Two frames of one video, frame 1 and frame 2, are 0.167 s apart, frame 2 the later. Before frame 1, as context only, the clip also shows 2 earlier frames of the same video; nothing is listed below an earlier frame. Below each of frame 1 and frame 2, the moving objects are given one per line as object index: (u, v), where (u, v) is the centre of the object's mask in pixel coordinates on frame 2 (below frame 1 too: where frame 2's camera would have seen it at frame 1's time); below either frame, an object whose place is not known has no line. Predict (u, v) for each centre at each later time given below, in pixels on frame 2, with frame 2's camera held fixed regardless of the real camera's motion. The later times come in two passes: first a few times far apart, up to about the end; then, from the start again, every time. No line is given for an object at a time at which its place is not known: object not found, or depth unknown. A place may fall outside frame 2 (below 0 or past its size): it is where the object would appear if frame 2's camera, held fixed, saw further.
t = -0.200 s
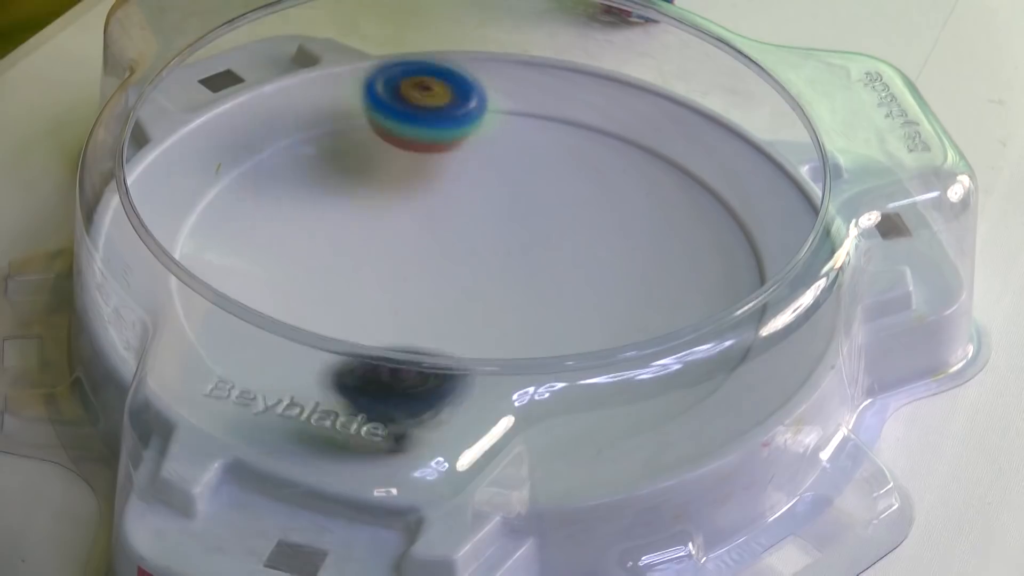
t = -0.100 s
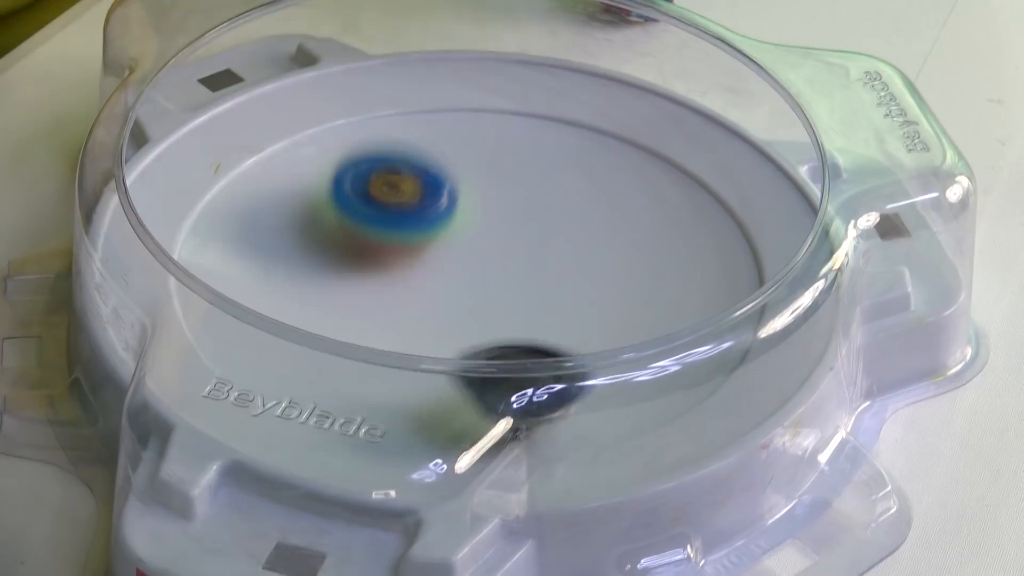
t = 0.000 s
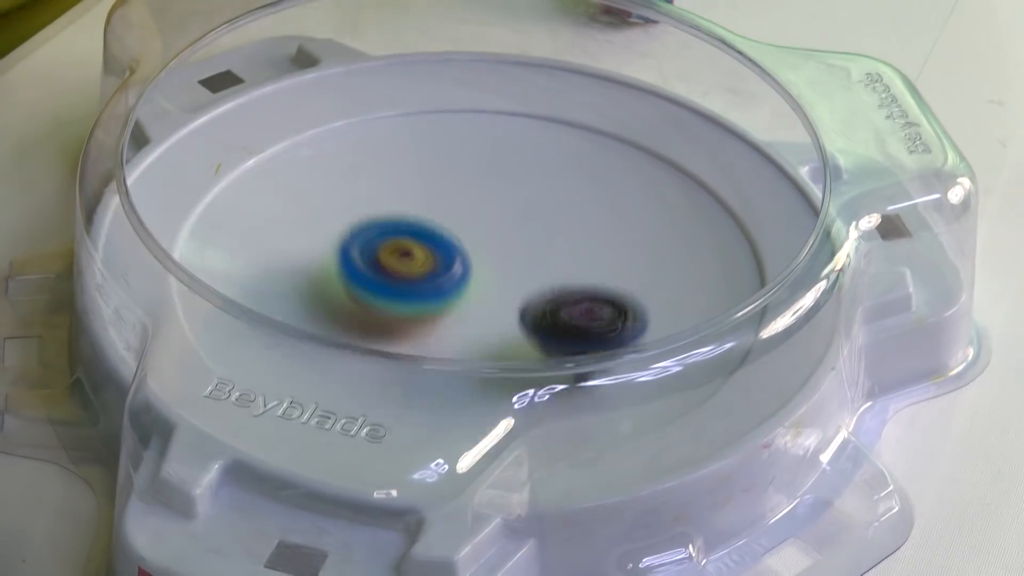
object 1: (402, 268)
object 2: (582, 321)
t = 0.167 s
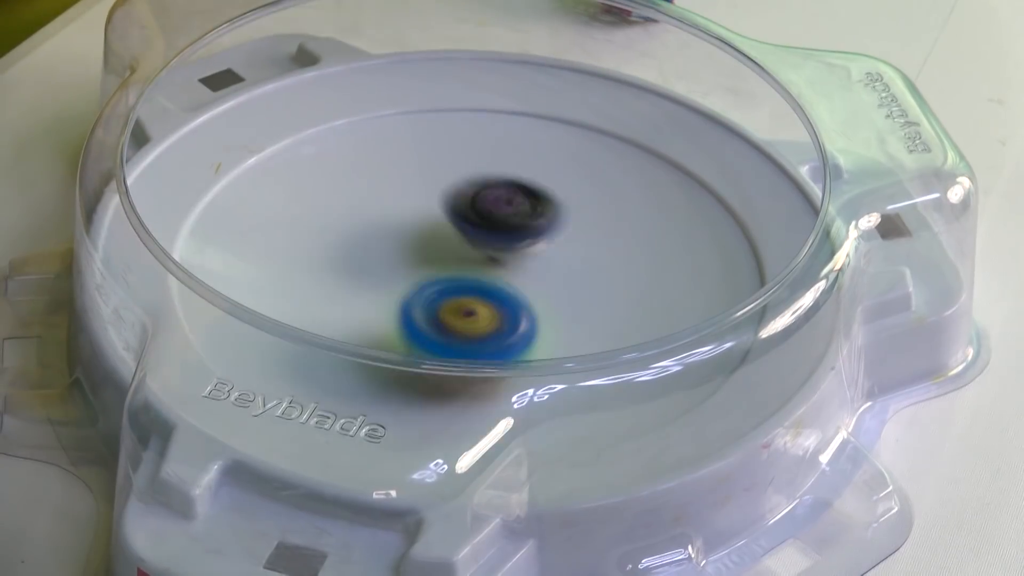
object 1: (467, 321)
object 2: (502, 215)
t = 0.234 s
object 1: (499, 321)
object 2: (440, 185)
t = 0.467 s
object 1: (551, 239)
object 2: (229, 192)
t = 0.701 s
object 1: (420, 175)
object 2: (413, 319)
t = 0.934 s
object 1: (379, 263)
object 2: (616, 223)
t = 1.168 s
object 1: (523, 311)
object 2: (519, 98)
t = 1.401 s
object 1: (556, 230)
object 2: (369, 229)
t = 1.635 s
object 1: (409, 210)
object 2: (540, 339)
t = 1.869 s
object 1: (417, 272)
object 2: (713, 274)
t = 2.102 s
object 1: (495, 311)
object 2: (586, 145)
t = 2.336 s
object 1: (485, 312)
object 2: (450, 92)
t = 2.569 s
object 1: (519, 273)
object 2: (409, 217)
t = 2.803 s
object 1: (523, 313)
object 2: (329, 213)
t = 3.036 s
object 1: (544, 281)
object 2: (329, 229)
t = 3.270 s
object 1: (509, 308)
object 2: (360, 236)
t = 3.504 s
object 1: (440, 309)
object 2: (458, 169)
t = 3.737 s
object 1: (517, 285)
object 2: (494, 116)
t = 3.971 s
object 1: (460, 291)
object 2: (523, 197)
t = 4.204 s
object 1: (408, 292)
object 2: (583, 285)
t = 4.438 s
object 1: (430, 276)
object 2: (573, 357)
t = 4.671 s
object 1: (456, 277)
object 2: (506, 362)
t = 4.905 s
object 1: (435, 225)
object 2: (416, 358)
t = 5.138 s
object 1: (462, 220)
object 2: (393, 325)
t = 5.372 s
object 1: (525, 242)
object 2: (338, 275)
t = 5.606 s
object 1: (512, 225)
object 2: (338, 218)
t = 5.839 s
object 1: (541, 228)
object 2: (382, 194)
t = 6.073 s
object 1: (558, 253)
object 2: (436, 207)
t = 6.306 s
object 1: (561, 281)
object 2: (434, 220)
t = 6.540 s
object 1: (570, 300)
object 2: (407, 211)
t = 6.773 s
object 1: (542, 293)
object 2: (398, 218)
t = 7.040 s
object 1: (510, 316)
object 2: (475, 225)
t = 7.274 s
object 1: (480, 306)
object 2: (512, 222)
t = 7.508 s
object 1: (451, 287)
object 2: (515, 222)
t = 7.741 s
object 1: (414, 278)
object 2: (526, 229)
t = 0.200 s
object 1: (484, 321)
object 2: (471, 199)
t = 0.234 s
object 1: (499, 321)
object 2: (440, 185)
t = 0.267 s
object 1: (515, 316)
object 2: (405, 173)
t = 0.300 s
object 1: (531, 311)
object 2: (371, 166)
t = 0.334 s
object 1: (541, 301)
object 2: (336, 163)
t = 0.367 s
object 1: (547, 287)
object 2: (303, 163)
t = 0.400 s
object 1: (550, 271)
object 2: (273, 166)
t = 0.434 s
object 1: (552, 254)
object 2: (247, 176)
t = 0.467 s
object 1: (551, 239)
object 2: (229, 192)
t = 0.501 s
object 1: (544, 223)
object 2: (221, 215)
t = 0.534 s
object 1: (533, 209)
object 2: (227, 240)
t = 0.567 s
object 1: (517, 197)
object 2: (248, 264)
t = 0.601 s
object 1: (496, 188)
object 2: (282, 284)
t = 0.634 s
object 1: (472, 181)
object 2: (324, 302)
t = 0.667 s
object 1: (444, 176)
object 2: (368, 314)
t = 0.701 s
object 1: (420, 175)
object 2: (413, 319)
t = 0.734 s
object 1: (398, 179)
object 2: (459, 319)
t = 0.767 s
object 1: (379, 187)
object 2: (500, 312)
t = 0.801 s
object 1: (366, 198)
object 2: (535, 299)
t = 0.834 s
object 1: (361, 211)
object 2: (562, 284)
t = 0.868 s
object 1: (362, 229)
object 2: (585, 266)
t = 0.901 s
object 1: (368, 246)
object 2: (603, 245)
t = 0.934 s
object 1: (379, 263)
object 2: (616, 223)
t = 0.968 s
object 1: (394, 279)
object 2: (623, 200)
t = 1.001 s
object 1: (412, 295)
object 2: (623, 176)
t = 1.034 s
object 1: (432, 304)
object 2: (616, 154)
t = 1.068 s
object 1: (453, 310)
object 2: (601, 133)
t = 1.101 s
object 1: (477, 313)
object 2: (578, 115)
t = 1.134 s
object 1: (501, 313)
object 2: (551, 103)
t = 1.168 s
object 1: (523, 311)
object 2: (519, 98)
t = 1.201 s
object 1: (544, 305)
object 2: (487, 100)
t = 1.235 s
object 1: (560, 297)
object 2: (453, 110)
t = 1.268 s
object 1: (571, 285)
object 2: (421, 125)
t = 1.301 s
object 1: (578, 272)
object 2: (396, 147)
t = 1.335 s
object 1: (577, 257)
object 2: (379, 173)
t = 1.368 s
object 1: (569, 243)
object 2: (369, 201)
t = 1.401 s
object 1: (556, 230)
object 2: (369, 229)
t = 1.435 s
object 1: (540, 218)
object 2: (377, 255)
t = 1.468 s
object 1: (522, 209)
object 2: (390, 282)
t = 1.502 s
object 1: (500, 202)
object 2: (411, 305)
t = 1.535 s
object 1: (476, 197)
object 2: (439, 320)
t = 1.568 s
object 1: (450, 199)
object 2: (470, 330)
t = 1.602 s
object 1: (427, 204)
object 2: (504, 336)
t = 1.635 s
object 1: (409, 210)
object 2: (540, 339)
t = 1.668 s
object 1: (393, 218)
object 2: (578, 353)
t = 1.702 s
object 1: (381, 225)
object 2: (613, 351)
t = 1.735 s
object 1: (376, 233)
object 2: (637, 327)
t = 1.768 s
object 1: (377, 243)
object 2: (666, 317)
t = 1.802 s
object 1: (385, 253)
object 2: (688, 304)
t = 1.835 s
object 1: (399, 263)
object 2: (706, 289)
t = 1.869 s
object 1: (417, 272)
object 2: (713, 274)
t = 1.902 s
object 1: (437, 278)
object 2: (705, 259)
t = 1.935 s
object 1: (459, 284)
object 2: (685, 243)
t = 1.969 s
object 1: (487, 288)
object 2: (658, 228)
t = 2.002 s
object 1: (513, 289)
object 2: (623, 218)
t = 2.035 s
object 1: (534, 288)
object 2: (590, 210)
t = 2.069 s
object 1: (515, 302)
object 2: (592, 178)
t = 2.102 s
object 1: (495, 311)
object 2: (586, 145)
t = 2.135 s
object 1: (480, 315)
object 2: (575, 119)
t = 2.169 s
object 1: (470, 317)
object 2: (559, 99)
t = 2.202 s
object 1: (462, 319)
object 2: (541, 83)
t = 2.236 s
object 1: (462, 318)
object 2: (522, 76)
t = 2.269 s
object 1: (467, 317)
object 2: (496, 84)
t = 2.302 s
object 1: (476, 316)
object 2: (473, 88)
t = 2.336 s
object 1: (485, 312)
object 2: (450, 92)
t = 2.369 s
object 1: (495, 308)
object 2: (428, 97)
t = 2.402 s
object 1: (505, 301)
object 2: (408, 108)
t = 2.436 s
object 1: (515, 293)
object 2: (395, 125)
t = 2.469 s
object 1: (524, 287)
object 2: (388, 147)
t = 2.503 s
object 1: (527, 281)
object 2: (389, 171)
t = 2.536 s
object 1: (525, 275)
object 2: (397, 196)
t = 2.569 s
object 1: (519, 273)
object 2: (409, 217)
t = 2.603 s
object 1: (531, 281)
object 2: (397, 209)
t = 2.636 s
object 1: (543, 300)
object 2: (382, 206)
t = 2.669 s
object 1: (551, 307)
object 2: (367, 202)
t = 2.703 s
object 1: (549, 312)
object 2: (352, 201)
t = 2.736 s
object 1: (543, 315)
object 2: (340, 202)
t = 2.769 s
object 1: (532, 316)
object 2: (331, 206)
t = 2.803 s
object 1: (523, 313)
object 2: (329, 213)
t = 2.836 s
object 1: (512, 307)
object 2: (332, 220)
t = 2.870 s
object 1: (501, 300)
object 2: (339, 228)
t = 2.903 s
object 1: (492, 290)
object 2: (350, 235)
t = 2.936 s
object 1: (491, 281)
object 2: (363, 243)
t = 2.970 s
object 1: (510, 280)
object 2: (350, 236)
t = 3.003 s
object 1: (530, 279)
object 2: (338, 232)
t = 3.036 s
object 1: (544, 281)
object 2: (329, 229)
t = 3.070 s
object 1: (551, 284)
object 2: (323, 228)
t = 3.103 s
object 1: (552, 289)
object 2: (322, 228)
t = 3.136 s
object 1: (549, 294)
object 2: (325, 229)
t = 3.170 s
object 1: (543, 299)
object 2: (329, 230)
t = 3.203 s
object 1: (534, 303)
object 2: (335, 232)
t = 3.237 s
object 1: (523, 307)
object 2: (346, 234)
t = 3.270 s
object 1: (509, 308)
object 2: (360, 236)
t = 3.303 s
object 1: (493, 308)
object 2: (378, 237)
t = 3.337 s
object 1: (479, 309)
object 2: (397, 236)
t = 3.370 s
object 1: (465, 312)
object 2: (416, 221)
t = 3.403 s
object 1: (454, 315)
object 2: (431, 207)
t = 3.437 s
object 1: (444, 314)
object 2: (441, 195)
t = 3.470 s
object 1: (440, 311)
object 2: (450, 182)
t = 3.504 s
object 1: (440, 309)
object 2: (458, 169)
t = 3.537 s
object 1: (446, 305)
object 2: (467, 159)
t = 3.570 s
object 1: (456, 300)
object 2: (476, 146)
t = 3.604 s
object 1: (470, 294)
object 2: (483, 135)
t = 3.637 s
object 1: (485, 290)
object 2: (489, 126)
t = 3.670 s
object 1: (500, 287)
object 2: (494, 118)
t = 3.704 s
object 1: (510, 285)
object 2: (494, 114)
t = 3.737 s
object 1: (517, 285)
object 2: (494, 116)
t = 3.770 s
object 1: (517, 283)
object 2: (495, 121)
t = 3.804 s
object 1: (513, 283)
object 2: (496, 128)
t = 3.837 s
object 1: (503, 283)
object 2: (499, 139)
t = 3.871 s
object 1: (492, 284)
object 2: (504, 153)
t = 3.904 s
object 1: (480, 286)
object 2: (508, 167)
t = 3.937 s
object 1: (470, 289)
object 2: (515, 182)
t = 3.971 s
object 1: (460, 291)
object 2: (523, 197)
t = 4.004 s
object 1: (454, 294)
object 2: (530, 211)
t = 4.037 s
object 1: (448, 295)
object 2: (539, 225)
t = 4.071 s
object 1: (437, 296)
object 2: (551, 239)
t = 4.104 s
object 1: (428, 296)
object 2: (560, 251)
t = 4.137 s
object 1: (417, 295)
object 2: (569, 262)
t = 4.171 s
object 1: (412, 294)
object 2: (577, 273)
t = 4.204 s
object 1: (408, 292)
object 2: (583, 285)
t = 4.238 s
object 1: (407, 290)
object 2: (588, 297)
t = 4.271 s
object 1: (408, 286)
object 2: (590, 306)
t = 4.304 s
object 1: (411, 283)
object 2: (590, 316)
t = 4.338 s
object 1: (414, 282)
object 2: (589, 323)
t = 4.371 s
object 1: (419, 279)
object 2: (584, 329)
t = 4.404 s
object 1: (425, 277)
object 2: (580, 346)
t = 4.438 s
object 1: (430, 276)
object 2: (573, 357)
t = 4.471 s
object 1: (437, 275)
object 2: (567, 359)
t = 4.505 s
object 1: (442, 275)
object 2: (558, 375)
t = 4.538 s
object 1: (448, 274)
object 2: (550, 376)
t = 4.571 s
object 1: (454, 275)
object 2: (541, 378)
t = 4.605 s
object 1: (456, 276)
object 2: (532, 378)
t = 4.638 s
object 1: (457, 276)
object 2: (522, 377)
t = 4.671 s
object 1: (456, 277)
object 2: (506, 362)
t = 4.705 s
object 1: (451, 276)
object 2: (493, 362)
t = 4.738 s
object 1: (447, 273)
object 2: (477, 355)
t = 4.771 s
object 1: (442, 269)
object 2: (464, 348)
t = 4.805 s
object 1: (435, 260)
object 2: (449, 356)
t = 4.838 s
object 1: (431, 247)
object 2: (438, 359)
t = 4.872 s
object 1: (432, 235)
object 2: (427, 359)
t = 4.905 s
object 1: (435, 225)
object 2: (416, 358)
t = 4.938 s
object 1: (436, 218)
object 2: (404, 371)
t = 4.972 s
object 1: (440, 213)
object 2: (399, 369)
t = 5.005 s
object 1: (445, 210)
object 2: (396, 355)
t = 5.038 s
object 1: (448, 210)
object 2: (394, 354)
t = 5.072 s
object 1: (452, 212)
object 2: (392, 348)
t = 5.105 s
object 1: (456, 216)
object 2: (393, 339)
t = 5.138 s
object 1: (462, 220)
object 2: (393, 325)
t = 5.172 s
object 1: (467, 226)
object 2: (393, 317)
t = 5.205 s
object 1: (470, 233)
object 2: (394, 308)
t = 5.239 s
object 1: (472, 240)
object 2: (394, 302)
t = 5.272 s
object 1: (484, 242)
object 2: (380, 290)
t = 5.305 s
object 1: (503, 243)
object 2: (357, 287)
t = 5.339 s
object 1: (517, 242)
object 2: (345, 280)
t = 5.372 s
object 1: (525, 242)
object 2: (338, 275)
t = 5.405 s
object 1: (530, 240)
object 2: (331, 266)
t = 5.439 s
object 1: (531, 238)
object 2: (325, 257)
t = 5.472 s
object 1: (531, 235)
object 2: (322, 248)
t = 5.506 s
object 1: (528, 233)
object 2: (323, 239)
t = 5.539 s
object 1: (523, 229)
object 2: (325, 232)
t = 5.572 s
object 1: (517, 227)
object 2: (330, 224)
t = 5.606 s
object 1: (512, 225)
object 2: (338, 218)
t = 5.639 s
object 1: (510, 221)
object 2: (346, 214)
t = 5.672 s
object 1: (508, 219)
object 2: (356, 210)
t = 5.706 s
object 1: (508, 217)
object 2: (368, 206)
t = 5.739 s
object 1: (511, 217)
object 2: (380, 204)
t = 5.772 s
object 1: (524, 220)
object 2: (377, 199)
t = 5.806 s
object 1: (535, 223)
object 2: (377, 195)
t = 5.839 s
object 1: (541, 228)
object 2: (382, 194)
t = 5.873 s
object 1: (548, 231)
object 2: (385, 193)
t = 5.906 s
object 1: (552, 235)
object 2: (393, 193)
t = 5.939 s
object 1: (555, 239)
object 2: (401, 195)
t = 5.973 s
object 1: (557, 241)
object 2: (410, 198)
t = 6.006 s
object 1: (557, 245)
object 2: (421, 202)
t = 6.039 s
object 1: (555, 248)
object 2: (432, 205)
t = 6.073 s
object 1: (558, 253)
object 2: (436, 207)
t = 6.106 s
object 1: (566, 259)
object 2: (437, 206)
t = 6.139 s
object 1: (570, 266)
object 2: (433, 204)
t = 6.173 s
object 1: (572, 271)
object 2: (431, 204)
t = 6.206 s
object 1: (572, 275)
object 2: (430, 208)
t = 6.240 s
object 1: (569, 278)
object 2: (429, 209)
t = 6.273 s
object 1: (566, 281)
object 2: (431, 215)
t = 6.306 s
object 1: (561, 281)
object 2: (434, 220)
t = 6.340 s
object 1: (556, 281)
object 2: (440, 226)
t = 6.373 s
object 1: (553, 282)
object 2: (443, 231)
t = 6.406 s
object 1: (559, 288)
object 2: (436, 228)
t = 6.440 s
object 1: (566, 293)
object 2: (429, 220)
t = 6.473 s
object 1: (569, 297)
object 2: (422, 221)
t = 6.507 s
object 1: (571, 299)
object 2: (415, 216)
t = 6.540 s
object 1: (570, 300)
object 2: (407, 211)
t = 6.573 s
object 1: (568, 301)
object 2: (400, 208)
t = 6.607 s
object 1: (564, 300)
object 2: (393, 205)
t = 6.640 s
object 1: (560, 299)
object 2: (391, 207)
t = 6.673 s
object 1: (556, 298)
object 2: (389, 207)
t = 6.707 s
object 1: (551, 296)
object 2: (390, 210)
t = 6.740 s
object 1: (546, 295)
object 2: (392, 214)
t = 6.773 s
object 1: (542, 293)
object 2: (398, 218)
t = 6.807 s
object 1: (537, 292)
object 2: (403, 222)
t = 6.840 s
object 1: (533, 291)
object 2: (409, 228)
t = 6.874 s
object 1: (530, 291)
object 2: (418, 232)
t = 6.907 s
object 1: (528, 298)
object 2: (428, 231)
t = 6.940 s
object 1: (524, 307)
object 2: (440, 228)
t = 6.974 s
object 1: (518, 312)
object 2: (455, 227)
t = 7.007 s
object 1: (514, 314)
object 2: (468, 223)
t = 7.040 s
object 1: (510, 316)
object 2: (475, 225)
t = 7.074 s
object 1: (507, 316)
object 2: (483, 225)
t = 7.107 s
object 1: (502, 317)
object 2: (489, 225)
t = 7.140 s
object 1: (497, 315)
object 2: (494, 224)
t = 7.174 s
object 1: (492, 314)
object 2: (499, 223)
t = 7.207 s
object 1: (487, 311)
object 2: (503, 223)
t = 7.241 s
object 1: (483, 308)
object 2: (507, 222)
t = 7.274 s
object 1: (480, 306)
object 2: (512, 222)
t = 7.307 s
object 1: (478, 303)
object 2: (516, 221)
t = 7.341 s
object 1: (476, 298)
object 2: (519, 220)
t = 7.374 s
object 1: (473, 295)
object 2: (520, 219)
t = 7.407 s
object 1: (471, 290)
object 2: (520, 219)
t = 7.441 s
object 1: (463, 290)
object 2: (519, 220)
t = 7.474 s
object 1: (456, 288)
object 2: (517, 222)
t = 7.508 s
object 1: (451, 287)
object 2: (515, 222)
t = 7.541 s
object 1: (442, 288)
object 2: (515, 225)
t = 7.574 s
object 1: (434, 287)
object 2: (517, 227)
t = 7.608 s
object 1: (432, 285)
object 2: (517, 226)
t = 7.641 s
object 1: (431, 283)
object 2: (517, 227)
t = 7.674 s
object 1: (427, 281)
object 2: (516, 228)
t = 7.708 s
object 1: (421, 279)
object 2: (524, 227)
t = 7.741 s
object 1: (414, 278)
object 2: (526, 229)
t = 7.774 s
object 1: (410, 275)
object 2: (523, 230)
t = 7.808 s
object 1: (413, 274)
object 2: (520, 230)
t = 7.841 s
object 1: (415, 273)
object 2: (519, 230)
